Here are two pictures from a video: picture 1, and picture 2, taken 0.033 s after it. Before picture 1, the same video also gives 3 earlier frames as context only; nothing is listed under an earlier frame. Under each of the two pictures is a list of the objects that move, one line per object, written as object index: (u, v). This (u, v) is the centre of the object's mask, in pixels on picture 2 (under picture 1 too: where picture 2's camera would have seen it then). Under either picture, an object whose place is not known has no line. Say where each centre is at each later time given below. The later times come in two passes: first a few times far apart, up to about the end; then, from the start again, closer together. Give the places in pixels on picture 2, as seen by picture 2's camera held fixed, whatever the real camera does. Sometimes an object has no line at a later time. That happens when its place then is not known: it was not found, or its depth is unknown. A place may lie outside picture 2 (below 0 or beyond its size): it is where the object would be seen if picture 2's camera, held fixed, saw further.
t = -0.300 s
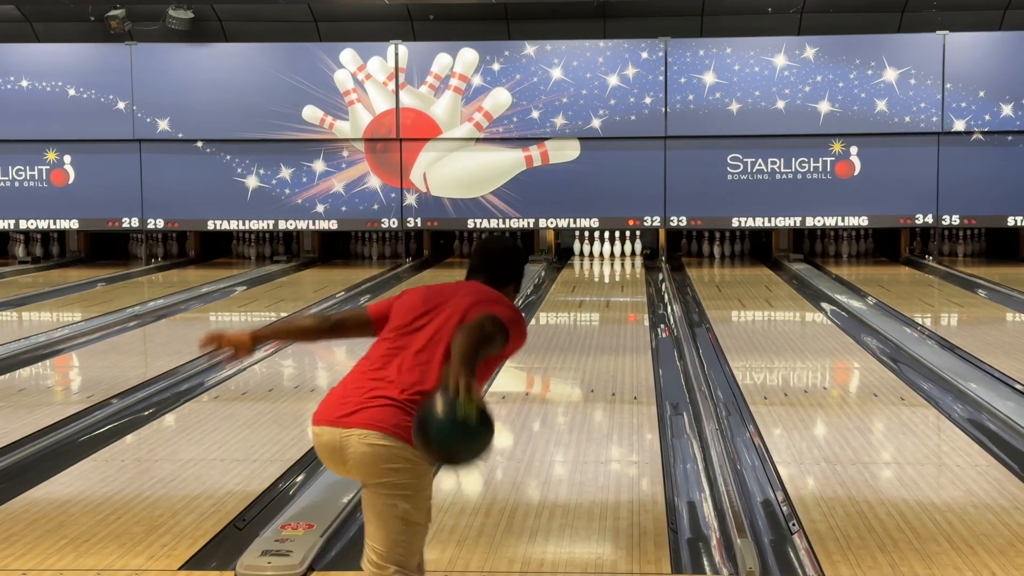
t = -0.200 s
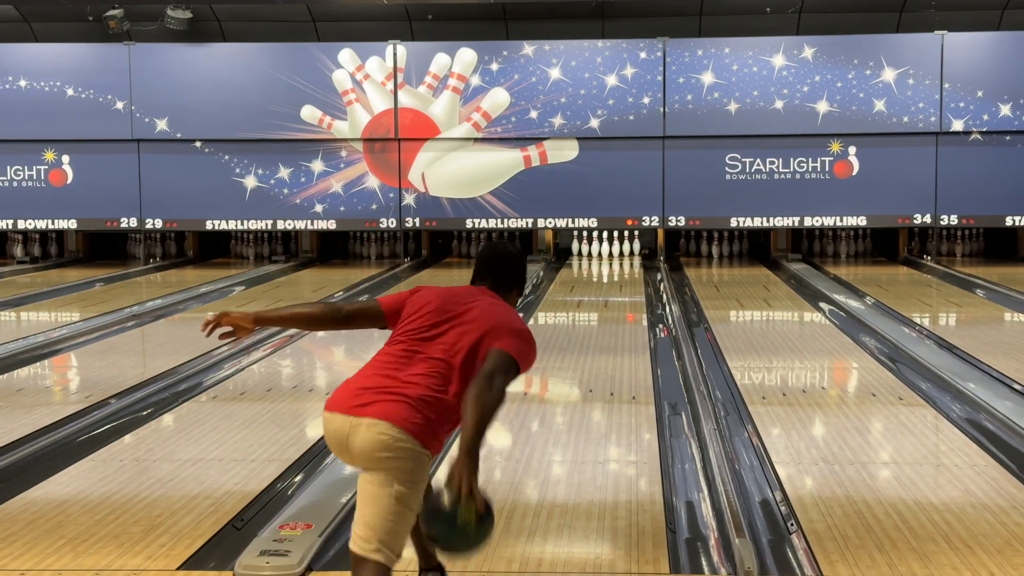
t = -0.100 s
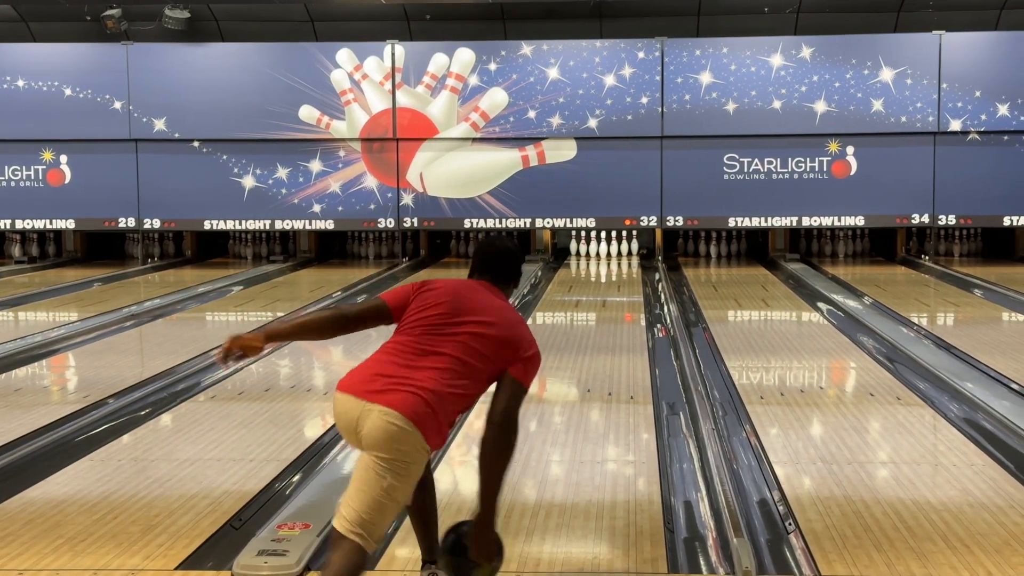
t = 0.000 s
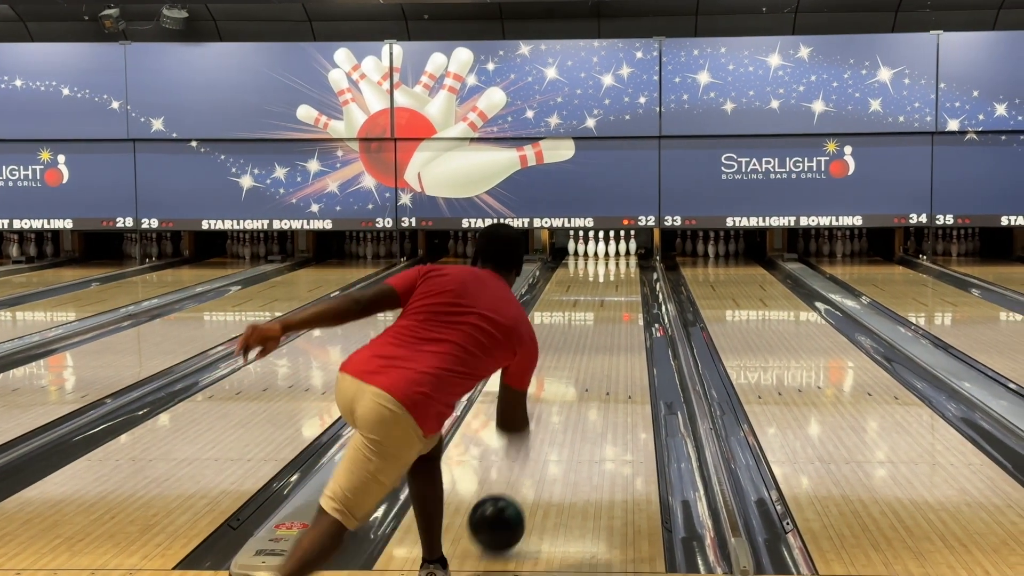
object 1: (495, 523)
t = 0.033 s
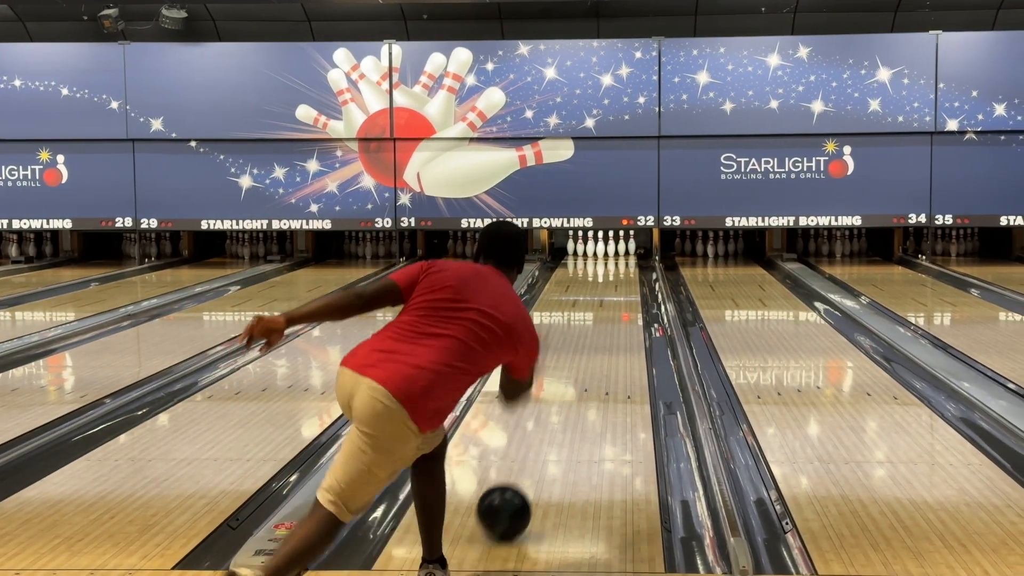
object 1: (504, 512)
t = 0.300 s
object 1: (553, 427)
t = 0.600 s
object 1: (583, 370)
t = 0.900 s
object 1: (600, 333)
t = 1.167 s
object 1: (609, 309)
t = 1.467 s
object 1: (616, 290)
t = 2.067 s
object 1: (617, 265)
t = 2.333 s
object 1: (609, 258)
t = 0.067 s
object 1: (512, 498)
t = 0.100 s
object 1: (520, 486)
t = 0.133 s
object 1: (526, 474)
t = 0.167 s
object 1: (532, 463)
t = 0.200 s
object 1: (538, 454)
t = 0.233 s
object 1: (543, 444)
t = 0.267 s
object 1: (548, 435)
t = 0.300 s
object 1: (553, 427)
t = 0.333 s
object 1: (557, 419)
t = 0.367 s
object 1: (561, 411)
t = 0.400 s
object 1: (565, 404)
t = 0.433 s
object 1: (568, 398)
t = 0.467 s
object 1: (572, 391)
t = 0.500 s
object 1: (575, 385)
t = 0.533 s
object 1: (578, 380)
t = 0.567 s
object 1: (580, 374)
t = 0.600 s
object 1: (583, 370)
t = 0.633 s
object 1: (585, 365)
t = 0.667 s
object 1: (587, 360)
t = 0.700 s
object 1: (589, 356)
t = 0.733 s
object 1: (592, 351)
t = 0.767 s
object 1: (594, 348)
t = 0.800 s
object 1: (595, 343)
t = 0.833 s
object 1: (597, 340)
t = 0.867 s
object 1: (599, 336)
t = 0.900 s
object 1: (600, 333)
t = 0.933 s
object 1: (602, 329)
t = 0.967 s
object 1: (603, 326)
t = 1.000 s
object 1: (604, 323)
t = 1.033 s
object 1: (605, 320)
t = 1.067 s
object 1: (606, 317)
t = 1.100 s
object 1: (608, 315)
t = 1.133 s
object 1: (609, 312)
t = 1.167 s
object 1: (609, 309)
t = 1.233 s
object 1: (611, 305)
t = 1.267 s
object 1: (612, 302)
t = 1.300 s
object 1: (613, 300)
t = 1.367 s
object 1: (614, 296)
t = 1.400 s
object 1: (615, 294)
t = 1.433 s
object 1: (615, 292)
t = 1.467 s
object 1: (616, 290)
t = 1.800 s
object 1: (619, 274)
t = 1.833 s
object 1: (619, 273)
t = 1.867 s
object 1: (619, 271)
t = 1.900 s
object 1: (619, 270)
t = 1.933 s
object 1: (618, 269)
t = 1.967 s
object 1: (618, 267)
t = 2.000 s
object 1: (618, 267)
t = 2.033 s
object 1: (617, 266)
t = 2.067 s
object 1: (617, 265)
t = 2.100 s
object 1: (616, 264)
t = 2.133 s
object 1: (615, 263)
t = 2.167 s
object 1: (614, 262)
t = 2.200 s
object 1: (614, 261)
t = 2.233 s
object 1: (613, 260)
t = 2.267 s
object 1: (612, 259)
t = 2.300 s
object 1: (611, 258)
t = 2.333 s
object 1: (609, 258)
